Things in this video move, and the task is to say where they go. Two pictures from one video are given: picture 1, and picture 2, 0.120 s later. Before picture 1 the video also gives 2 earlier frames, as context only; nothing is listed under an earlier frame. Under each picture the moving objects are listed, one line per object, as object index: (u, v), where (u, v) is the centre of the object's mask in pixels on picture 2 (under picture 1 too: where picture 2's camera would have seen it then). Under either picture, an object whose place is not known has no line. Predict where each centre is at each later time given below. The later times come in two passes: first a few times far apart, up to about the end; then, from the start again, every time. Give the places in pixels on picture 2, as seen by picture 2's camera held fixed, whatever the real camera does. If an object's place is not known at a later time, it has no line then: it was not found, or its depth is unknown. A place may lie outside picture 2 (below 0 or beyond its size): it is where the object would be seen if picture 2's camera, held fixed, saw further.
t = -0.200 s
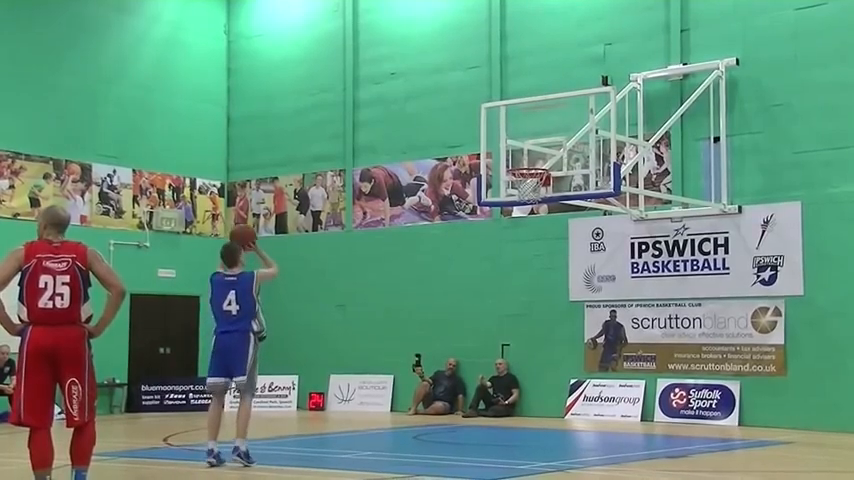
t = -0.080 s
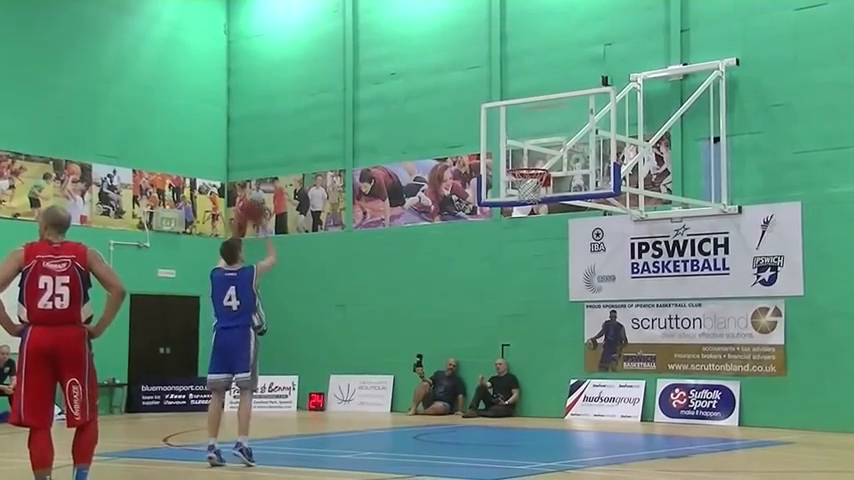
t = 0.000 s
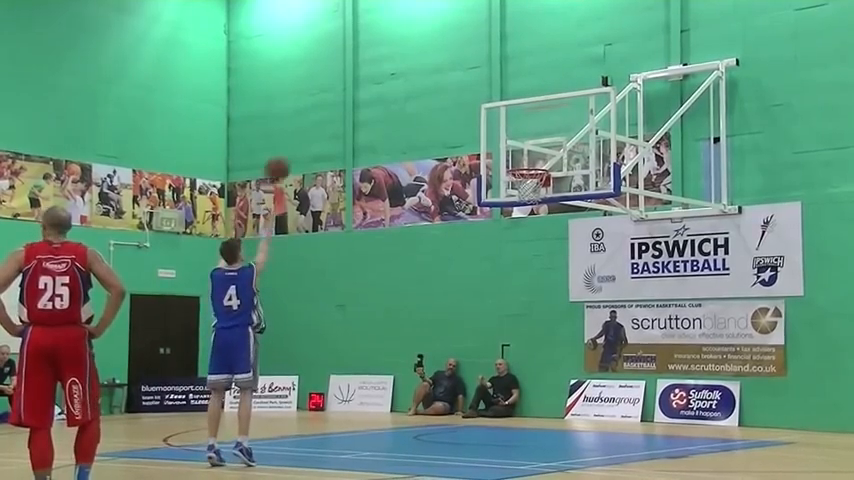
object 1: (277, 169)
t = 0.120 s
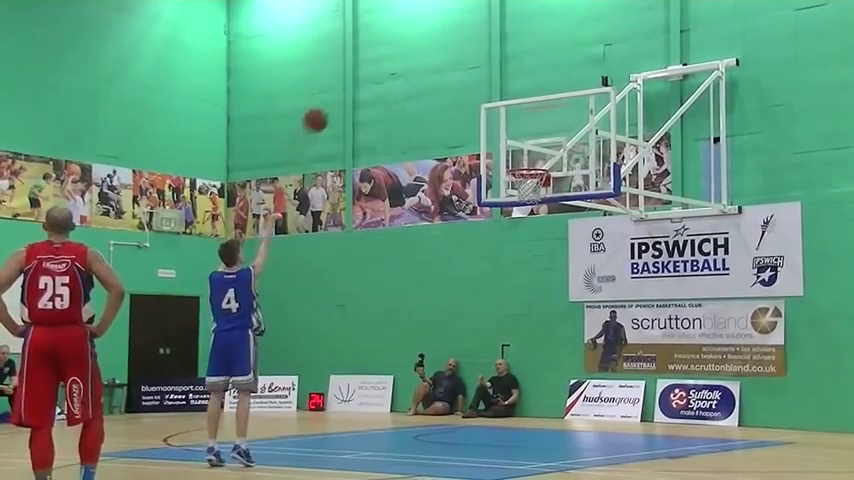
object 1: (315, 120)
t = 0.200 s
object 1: (339, 97)
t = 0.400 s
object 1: (394, 68)
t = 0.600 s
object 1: (444, 78)
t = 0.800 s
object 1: (489, 120)
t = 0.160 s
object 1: (327, 107)
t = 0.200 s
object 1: (339, 97)
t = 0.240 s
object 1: (351, 88)
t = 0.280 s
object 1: (362, 81)
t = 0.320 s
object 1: (373, 75)
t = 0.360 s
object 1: (384, 71)
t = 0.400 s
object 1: (394, 68)
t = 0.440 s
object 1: (405, 68)
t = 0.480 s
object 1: (415, 68)
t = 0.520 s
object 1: (425, 70)
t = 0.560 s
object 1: (435, 73)
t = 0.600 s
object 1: (444, 78)
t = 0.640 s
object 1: (453, 84)
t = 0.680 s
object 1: (462, 91)
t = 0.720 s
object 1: (471, 100)
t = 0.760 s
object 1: (480, 109)
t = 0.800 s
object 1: (489, 120)
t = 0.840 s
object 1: (498, 133)
